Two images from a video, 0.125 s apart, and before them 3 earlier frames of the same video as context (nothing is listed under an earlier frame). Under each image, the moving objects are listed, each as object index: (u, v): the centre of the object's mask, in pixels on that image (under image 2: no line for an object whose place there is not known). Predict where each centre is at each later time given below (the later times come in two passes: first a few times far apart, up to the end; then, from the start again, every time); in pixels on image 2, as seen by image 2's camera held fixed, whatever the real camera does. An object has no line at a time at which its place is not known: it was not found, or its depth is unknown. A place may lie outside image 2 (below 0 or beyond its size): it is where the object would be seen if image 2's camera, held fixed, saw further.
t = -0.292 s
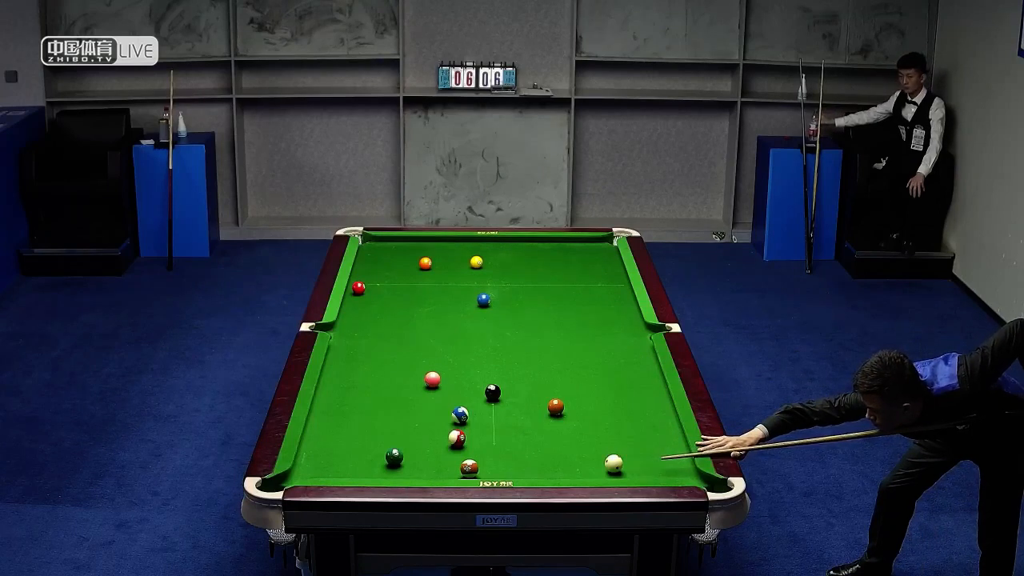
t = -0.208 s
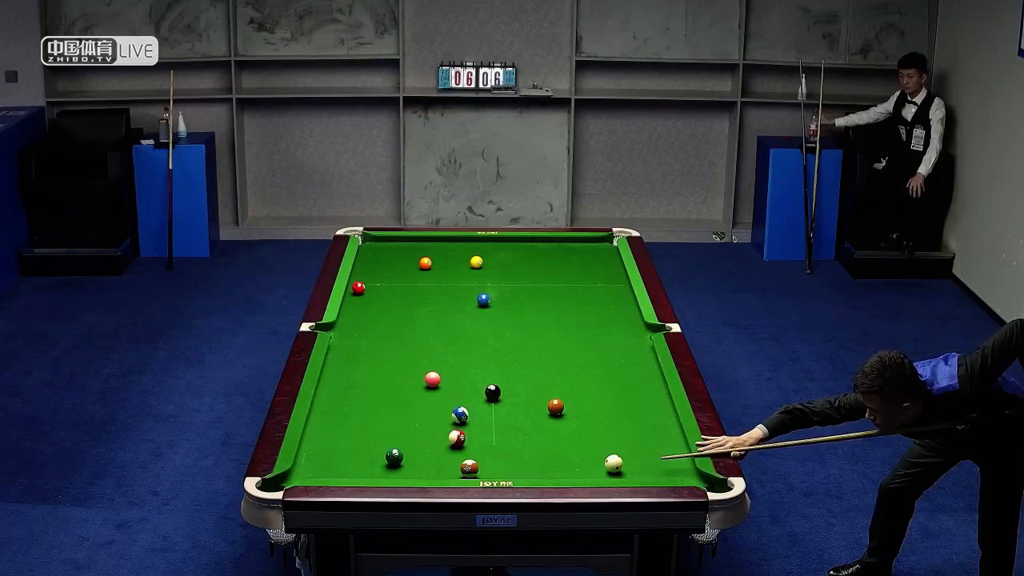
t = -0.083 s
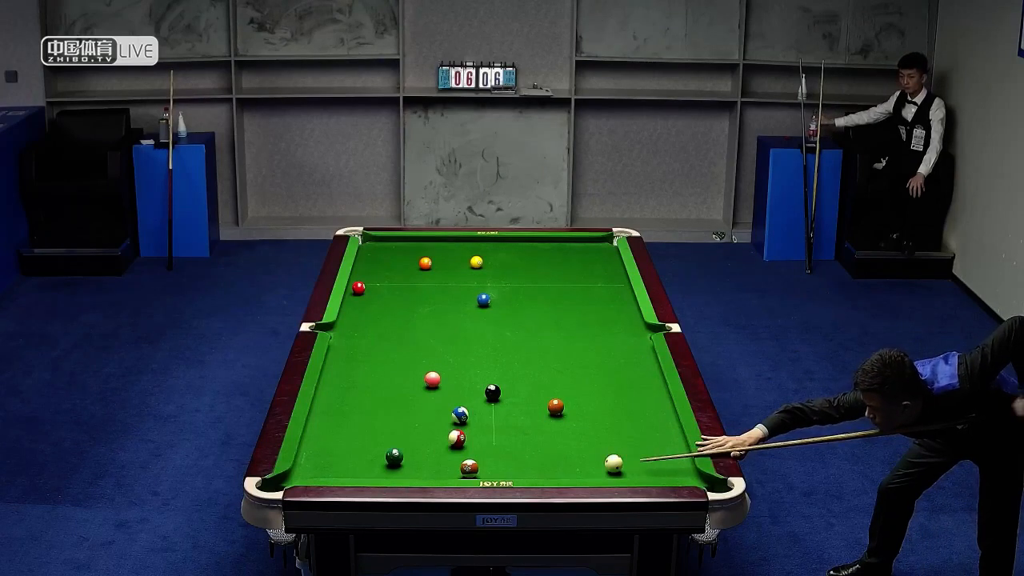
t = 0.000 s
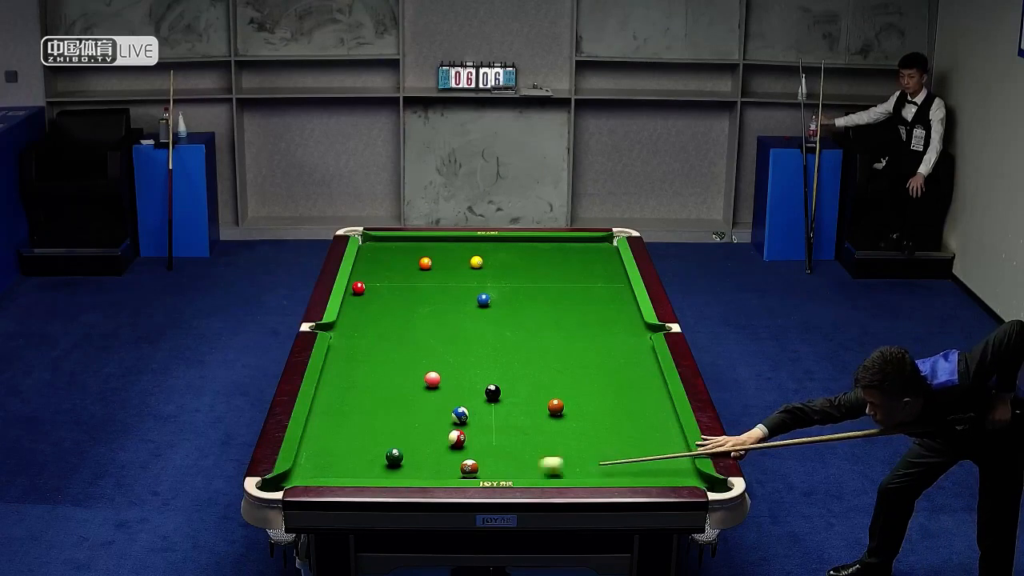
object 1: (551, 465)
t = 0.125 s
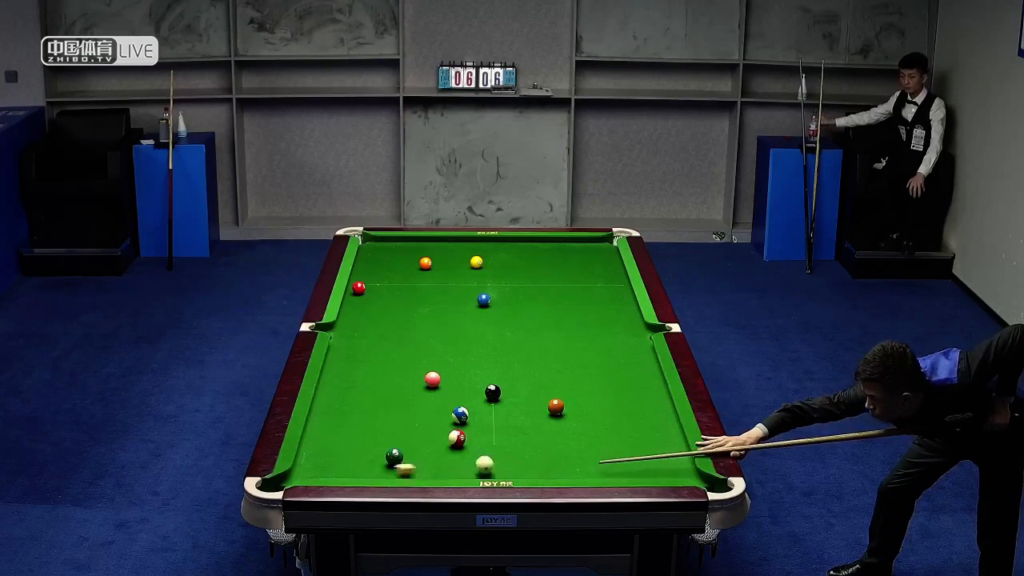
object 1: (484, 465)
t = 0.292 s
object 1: (474, 460)
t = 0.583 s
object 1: (456, 453)
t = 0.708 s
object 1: (449, 449)
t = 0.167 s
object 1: (482, 464)
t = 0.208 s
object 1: (479, 463)
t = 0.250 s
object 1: (476, 462)
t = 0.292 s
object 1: (474, 460)
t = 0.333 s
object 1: (471, 459)
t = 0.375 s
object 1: (469, 458)
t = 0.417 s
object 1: (466, 457)
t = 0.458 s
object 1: (464, 456)
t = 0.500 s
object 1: (461, 455)
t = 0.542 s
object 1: (459, 454)
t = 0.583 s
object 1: (456, 453)
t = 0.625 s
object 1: (454, 451)
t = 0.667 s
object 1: (452, 450)
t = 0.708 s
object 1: (449, 449)
